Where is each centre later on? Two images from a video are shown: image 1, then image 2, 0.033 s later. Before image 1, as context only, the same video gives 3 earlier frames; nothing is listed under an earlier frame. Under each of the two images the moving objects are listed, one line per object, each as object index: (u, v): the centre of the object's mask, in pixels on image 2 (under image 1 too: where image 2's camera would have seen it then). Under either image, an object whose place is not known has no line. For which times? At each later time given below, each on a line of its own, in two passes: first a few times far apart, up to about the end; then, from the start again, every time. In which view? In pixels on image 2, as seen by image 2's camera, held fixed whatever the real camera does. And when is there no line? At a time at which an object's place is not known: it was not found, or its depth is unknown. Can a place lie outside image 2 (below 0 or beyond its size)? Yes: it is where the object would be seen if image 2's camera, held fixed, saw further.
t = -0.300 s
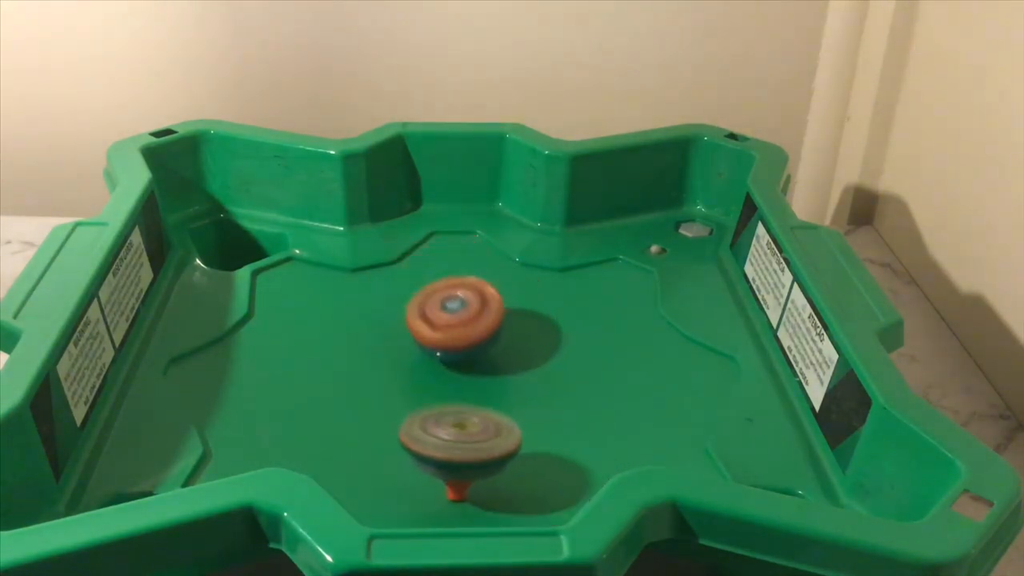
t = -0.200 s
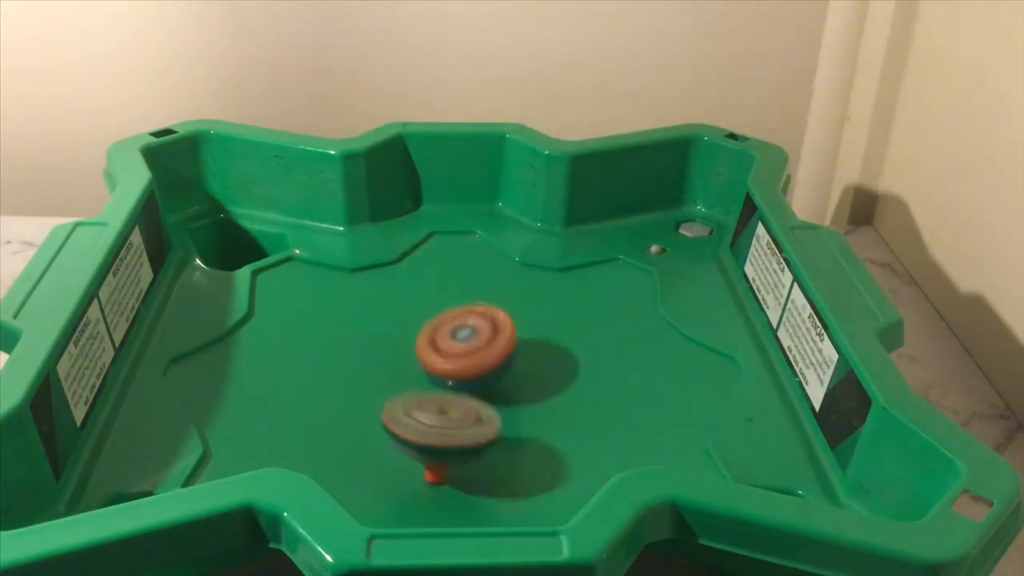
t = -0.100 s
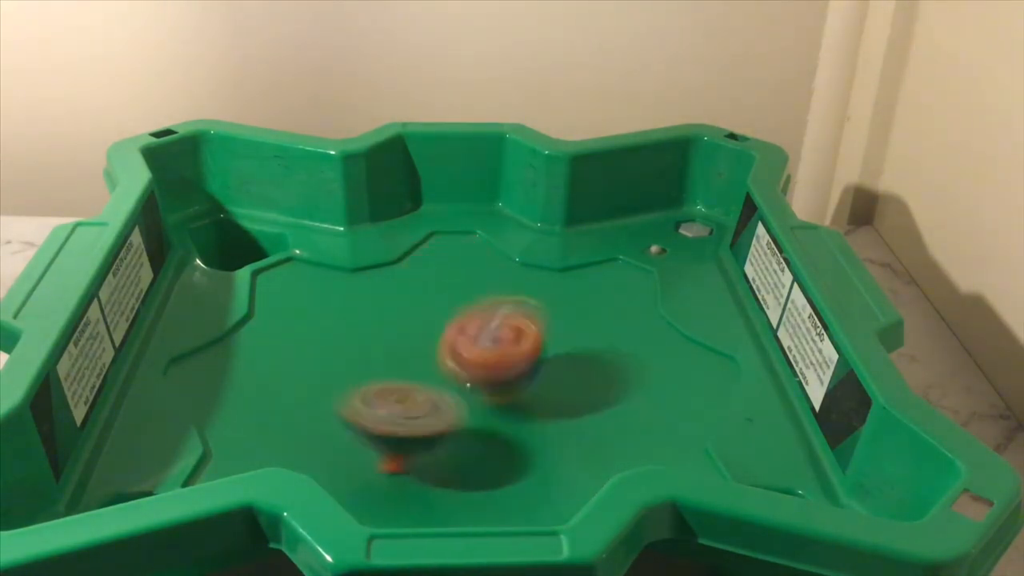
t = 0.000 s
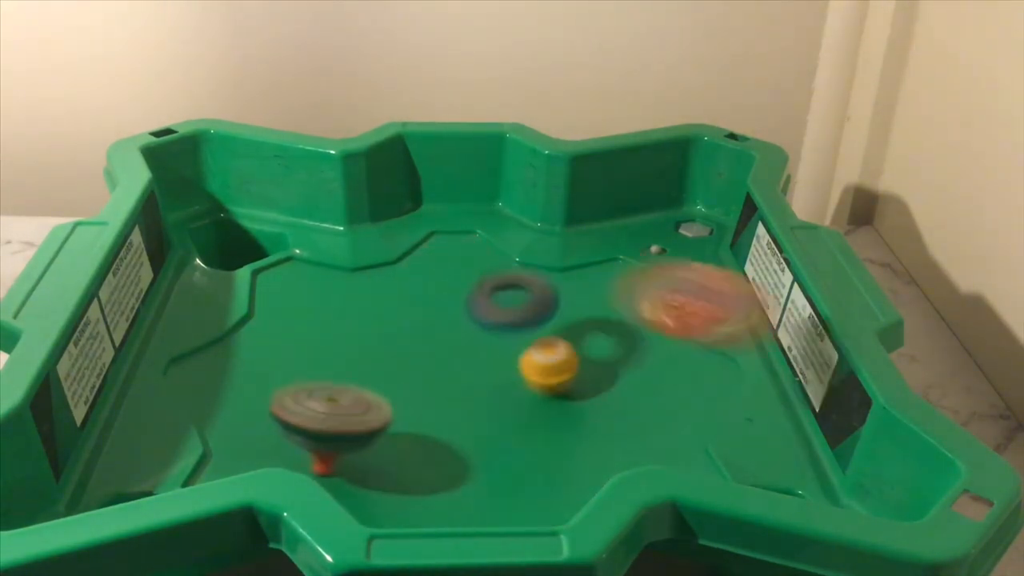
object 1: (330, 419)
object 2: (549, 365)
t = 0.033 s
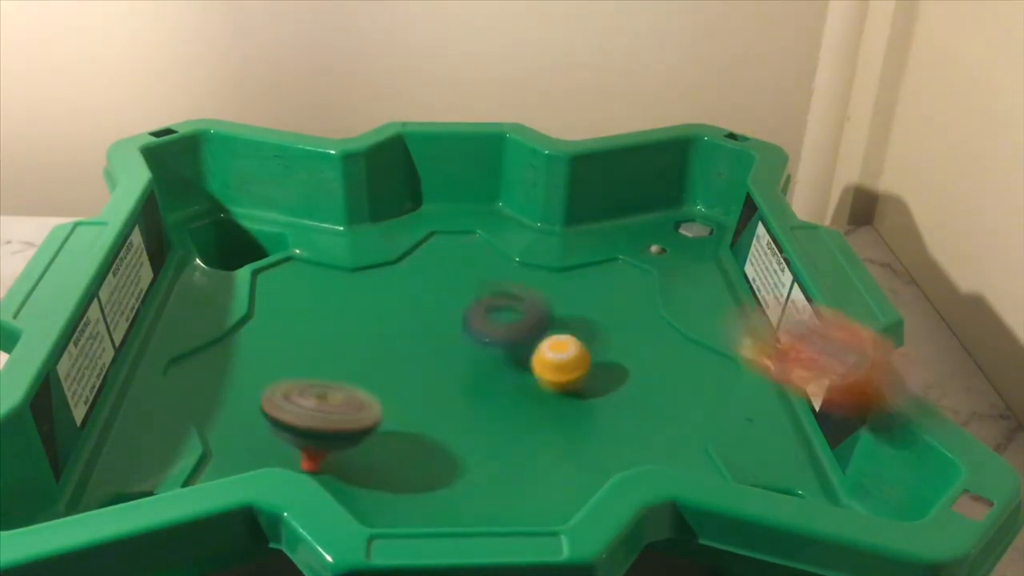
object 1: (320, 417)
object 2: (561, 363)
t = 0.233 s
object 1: (299, 391)
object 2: (582, 370)
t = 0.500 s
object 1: (333, 344)
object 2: (493, 388)
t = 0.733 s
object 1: (369, 310)
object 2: (541, 480)
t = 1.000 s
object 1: (452, 303)
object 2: (375, 421)
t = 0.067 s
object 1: (312, 414)
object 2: (569, 362)
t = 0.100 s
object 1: (307, 409)
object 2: (577, 362)
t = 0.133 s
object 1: (303, 405)
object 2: (581, 363)
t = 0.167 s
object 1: (301, 401)
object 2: (584, 365)
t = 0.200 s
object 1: (300, 396)
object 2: (584, 366)
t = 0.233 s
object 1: (299, 391)
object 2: (582, 370)
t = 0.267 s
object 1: (301, 386)
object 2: (578, 372)
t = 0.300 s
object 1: (303, 380)
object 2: (570, 376)
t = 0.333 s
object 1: (307, 374)
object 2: (561, 379)
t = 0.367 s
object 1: (312, 368)
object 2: (551, 383)
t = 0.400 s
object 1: (319, 362)
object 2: (538, 385)
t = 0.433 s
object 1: (326, 357)
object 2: (523, 388)
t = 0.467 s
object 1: (333, 351)
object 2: (508, 389)
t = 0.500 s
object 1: (333, 344)
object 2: (493, 388)
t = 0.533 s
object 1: (330, 337)
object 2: (501, 379)
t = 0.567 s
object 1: (333, 330)
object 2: (511, 388)
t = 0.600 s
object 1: (339, 325)
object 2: (517, 418)
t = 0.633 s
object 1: (345, 321)
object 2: (527, 480)
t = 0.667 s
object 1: (353, 317)
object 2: (537, 481)
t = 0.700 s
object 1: (361, 314)
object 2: (543, 495)
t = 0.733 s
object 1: (369, 310)
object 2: (541, 480)
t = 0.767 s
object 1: (379, 307)
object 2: (537, 477)
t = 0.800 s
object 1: (388, 306)
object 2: (528, 473)
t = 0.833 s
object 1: (398, 304)
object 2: (517, 462)
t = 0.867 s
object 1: (409, 303)
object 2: (506, 445)
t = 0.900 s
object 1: (419, 302)
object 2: (474, 438)
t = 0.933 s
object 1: (430, 302)
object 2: (439, 432)
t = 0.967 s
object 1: (441, 302)
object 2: (405, 427)
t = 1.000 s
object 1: (452, 303)
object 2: (375, 421)
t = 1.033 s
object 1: (463, 304)
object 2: (348, 413)
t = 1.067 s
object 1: (473, 306)
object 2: (333, 404)
